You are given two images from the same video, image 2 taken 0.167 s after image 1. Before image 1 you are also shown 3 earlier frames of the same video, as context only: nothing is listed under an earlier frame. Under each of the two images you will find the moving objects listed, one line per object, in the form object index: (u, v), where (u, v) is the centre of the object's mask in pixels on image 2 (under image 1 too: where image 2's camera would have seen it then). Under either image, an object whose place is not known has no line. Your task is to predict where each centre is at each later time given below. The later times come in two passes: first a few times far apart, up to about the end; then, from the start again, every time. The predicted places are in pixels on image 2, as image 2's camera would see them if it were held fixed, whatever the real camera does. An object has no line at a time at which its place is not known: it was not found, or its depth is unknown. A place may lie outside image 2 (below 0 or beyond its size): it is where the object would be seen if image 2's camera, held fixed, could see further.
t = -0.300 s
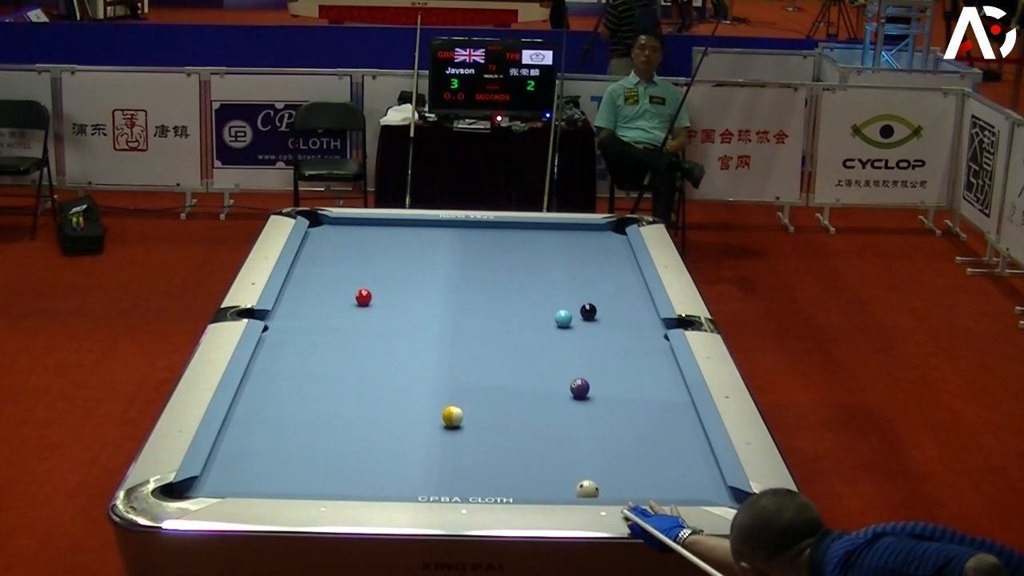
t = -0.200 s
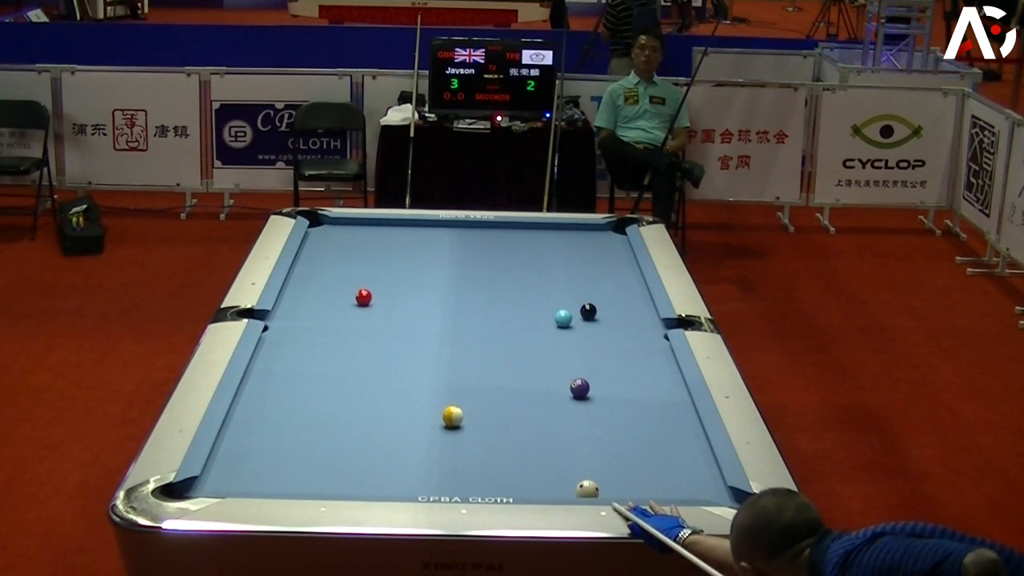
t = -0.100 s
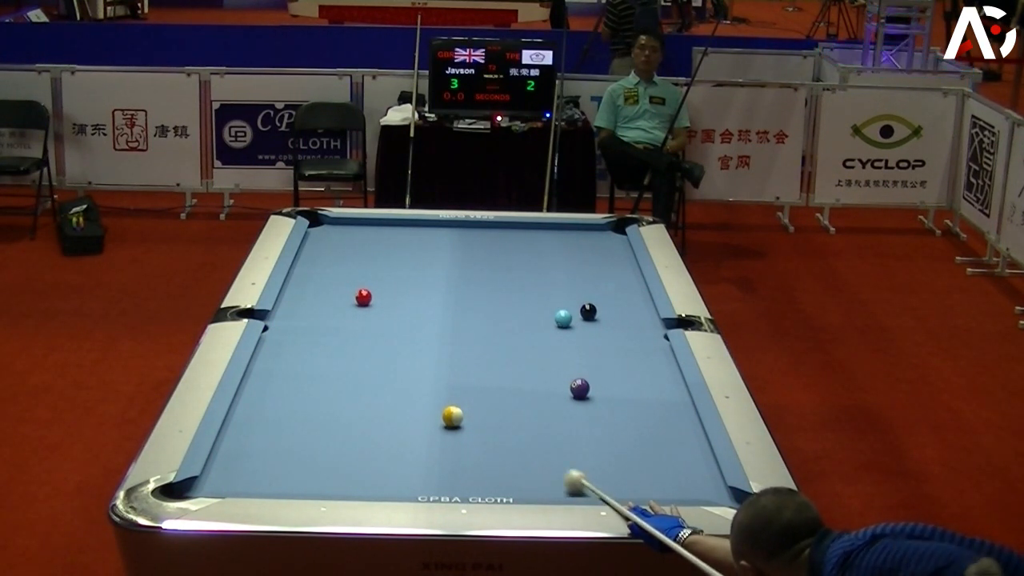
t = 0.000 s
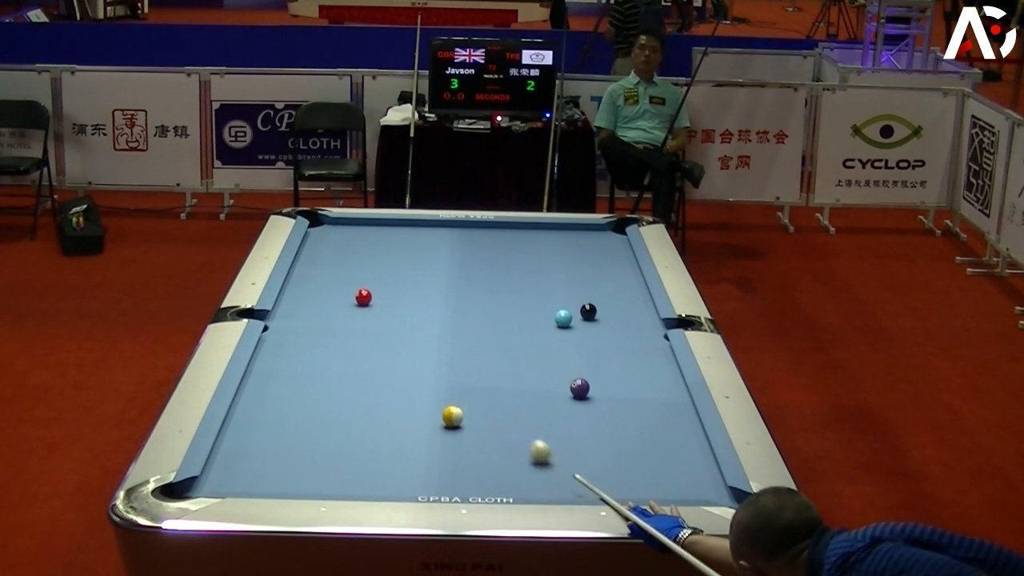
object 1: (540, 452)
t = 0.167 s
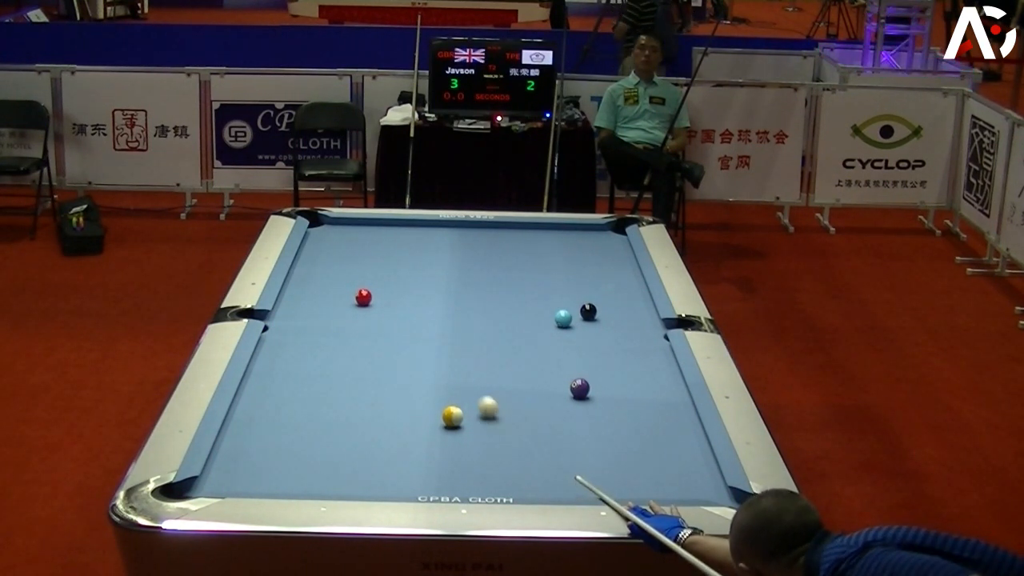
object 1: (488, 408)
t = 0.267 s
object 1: (460, 384)
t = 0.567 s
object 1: (391, 324)
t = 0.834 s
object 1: (353, 301)
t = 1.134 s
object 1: (322, 290)
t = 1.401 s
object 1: (297, 281)
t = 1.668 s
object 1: (304, 276)
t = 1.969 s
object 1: (320, 271)
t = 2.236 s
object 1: (332, 267)
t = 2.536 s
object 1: (344, 264)
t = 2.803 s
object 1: (353, 261)
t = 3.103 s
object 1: (362, 258)
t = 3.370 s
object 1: (369, 256)
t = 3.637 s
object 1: (375, 255)
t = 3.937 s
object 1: (380, 253)
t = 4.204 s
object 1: (383, 252)
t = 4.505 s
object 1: (386, 252)
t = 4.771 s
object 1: (386, 252)
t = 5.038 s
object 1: (386, 252)
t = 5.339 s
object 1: (386, 252)
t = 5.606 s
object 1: (386, 252)
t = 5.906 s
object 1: (386, 252)
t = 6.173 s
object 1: (386, 252)
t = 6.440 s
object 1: (386, 252)
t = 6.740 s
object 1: (386, 252)
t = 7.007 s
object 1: (386, 252)
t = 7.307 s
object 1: (386, 252)
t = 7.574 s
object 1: (386, 252)
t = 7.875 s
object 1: (386, 252)
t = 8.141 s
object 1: (386, 252)
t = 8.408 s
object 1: (386, 252)
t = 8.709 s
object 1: (386, 252)
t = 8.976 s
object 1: (386, 252)
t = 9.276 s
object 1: (386, 252)
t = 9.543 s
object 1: (386, 252)
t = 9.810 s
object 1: (386, 252)
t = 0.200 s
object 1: (478, 400)
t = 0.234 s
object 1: (470, 392)
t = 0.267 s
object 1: (460, 384)
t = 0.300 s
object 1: (452, 377)
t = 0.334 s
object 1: (443, 369)
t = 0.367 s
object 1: (435, 362)
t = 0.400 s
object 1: (427, 355)
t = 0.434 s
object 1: (420, 349)
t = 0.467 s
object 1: (412, 342)
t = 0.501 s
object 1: (405, 337)
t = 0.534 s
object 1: (398, 330)
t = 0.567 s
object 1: (391, 324)
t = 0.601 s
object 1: (384, 318)
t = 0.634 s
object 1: (378, 313)
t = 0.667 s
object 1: (371, 307)
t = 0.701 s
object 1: (366, 303)
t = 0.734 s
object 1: (362, 303)
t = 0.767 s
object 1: (359, 302)
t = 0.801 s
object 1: (356, 302)
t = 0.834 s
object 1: (353, 301)
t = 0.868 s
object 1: (349, 300)
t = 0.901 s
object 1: (346, 299)
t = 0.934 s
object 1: (342, 298)
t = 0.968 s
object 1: (339, 297)
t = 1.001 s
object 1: (336, 295)
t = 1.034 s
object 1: (332, 294)
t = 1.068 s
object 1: (329, 293)
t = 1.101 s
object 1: (326, 292)
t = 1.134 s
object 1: (322, 290)
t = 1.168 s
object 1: (319, 289)
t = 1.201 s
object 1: (316, 288)
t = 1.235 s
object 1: (312, 287)
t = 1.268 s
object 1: (309, 286)
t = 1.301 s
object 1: (306, 285)
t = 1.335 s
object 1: (303, 284)
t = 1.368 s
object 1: (300, 282)
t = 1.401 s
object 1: (297, 281)
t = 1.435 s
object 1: (293, 280)
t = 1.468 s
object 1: (293, 280)
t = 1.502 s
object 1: (295, 279)
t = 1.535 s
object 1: (297, 278)
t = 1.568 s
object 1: (299, 278)
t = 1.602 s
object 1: (301, 277)
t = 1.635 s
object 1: (302, 276)
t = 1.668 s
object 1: (304, 276)
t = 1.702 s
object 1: (307, 275)
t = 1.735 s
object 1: (308, 275)
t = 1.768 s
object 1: (310, 274)
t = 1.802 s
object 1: (312, 273)
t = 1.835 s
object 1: (314, 273)
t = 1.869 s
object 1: (315, 273)
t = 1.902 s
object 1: (317, 272)
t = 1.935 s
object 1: (318, 271)
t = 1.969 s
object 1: (320, 271)
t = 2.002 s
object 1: (322, 271)
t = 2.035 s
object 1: (323, 270)
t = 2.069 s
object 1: (325, 269)
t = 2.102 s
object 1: (326, 269)
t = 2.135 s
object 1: (328, 269)
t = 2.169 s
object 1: (329, 268)
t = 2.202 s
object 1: (331, 268)
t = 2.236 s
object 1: (332, 267)
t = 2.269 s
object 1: (334, 267)
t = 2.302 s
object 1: (335, 266)
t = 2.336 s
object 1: (336, 266)
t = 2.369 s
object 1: (338, 265)
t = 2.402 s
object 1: (339, 265)
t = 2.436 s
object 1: (340, 265)
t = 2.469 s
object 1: (341, 265)
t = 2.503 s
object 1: (342, 264)
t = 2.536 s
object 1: (344, 264)
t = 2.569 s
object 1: (345, 263)
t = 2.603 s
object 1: (346, 263)
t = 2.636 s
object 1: (348, 263)
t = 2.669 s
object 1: (349, 262)
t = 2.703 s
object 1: (350, 262)
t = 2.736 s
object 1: (351, 262)
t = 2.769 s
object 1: (352, 261)
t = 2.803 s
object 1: (353, 261)
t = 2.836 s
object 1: (354, 261)
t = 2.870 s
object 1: (355, 261)
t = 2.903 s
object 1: (356, 260)
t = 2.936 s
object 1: (358, 260)
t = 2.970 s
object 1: (358, 259)
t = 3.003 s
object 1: (359, 259)
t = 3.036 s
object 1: (360, 259)
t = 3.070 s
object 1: (361, 259)
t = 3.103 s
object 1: (362, 258)
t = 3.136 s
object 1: (363, 258)
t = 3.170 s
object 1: (364, 258)
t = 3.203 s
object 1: (365, 258)
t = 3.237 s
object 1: (366, 257)
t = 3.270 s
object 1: (367, 257)
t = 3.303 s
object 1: (367, 257)
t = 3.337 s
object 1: (368, 257)
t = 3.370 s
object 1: (369, 256)
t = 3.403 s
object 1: (370, 256)
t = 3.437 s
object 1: (371, 256)
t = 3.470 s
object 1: (372, 256)
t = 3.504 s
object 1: (372, 255)
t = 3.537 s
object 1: (373, 255)
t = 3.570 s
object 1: (374, 255)
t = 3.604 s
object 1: (374, 255)
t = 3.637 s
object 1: (375, 255)
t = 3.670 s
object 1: (376, 254)
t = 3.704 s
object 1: (376, 254)
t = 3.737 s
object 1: (377, 254)
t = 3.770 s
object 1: (377, 254)
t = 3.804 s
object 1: (378, 254)
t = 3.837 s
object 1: (378, 254)
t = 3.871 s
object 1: (379, 253)
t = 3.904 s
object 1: (380, 253)
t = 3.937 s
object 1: (380, 253)
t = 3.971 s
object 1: (380, 253)
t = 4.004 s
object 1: (381, 253)
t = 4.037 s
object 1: (381, 253)
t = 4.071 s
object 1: (382, 253)
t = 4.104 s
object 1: (382, 253)
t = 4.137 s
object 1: (382, 253)
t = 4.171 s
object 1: (383, 252)
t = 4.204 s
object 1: (383, 252)
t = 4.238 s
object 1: (383, 252)
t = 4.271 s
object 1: (384, 252)
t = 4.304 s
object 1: (384, 252)
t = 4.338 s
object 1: (384, 252)
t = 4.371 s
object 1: (385, 252)
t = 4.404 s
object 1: (385, 252)
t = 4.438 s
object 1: (385, 252)
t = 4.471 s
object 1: (385, 252)
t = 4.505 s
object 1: (386, 252)
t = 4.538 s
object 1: (386, 252)
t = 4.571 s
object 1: (386, 252)
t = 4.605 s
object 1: (386, 252)
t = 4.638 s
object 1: (386, 252)
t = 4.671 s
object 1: (386, 252)
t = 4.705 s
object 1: (386, 252)
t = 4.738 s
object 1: (386, 252)
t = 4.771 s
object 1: (386, 252)
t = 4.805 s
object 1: (386, 252)
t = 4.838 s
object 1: (386, 252)
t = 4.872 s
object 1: (386, 252)
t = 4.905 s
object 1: (386, 252)
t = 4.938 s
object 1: (386, 252)
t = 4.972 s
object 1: (386, 252)
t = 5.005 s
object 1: (386, 252)
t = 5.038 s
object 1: (386, 252)
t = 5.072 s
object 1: (386, 252)
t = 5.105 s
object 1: (386, 252)
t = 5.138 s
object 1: (386, 252)
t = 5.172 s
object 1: (386, 252)
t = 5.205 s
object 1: (386, 252)
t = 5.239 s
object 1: (386, 252)
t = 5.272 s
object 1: (386, 252)
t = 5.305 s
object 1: (386, 252)
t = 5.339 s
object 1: (386, 252)
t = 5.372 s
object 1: (386, 252)
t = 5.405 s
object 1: (386, 252)
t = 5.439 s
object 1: (386, 252)
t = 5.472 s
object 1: (386, 252)
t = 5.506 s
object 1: (386, 252)
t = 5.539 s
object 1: (386, 252)
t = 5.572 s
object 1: (386, 252)
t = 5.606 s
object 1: (386, 252)
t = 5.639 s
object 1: (386, 252)
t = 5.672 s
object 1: (386, 252)
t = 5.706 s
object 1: (386, 252)
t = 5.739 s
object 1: (386, 252)
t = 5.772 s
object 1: (386, 252)
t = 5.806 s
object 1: (386, 252)
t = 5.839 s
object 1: (386, 252)
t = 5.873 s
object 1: (386, 252)
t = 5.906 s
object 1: (386, 252)
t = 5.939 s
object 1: (386, 252)
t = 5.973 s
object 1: (386, 252)
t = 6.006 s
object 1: (386, 252)
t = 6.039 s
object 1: (386, 252)
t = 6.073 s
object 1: (386, 252)
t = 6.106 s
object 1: (386, 252)
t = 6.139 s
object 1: (386, 252)
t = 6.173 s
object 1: (386, 252)
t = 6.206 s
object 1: (386, 252)
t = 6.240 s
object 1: (386, 252)
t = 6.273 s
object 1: (386, 252)
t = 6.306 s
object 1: (386, 252)
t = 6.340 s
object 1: (386, 252)
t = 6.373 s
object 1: (386, 252)
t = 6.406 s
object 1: (386, 252)
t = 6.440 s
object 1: (386, 252)
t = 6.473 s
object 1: (386, 252)
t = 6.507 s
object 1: (386, 252)
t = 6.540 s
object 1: (386, 252)
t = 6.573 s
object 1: (386, 252)
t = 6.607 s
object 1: (386, 252)
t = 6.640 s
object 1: (386, 252)
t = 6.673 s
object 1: (386, 252)
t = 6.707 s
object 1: (386, 252)
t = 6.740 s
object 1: (386, 252)
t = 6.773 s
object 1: (386, 252)
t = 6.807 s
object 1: (386, 252)
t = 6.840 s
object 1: (386, 252)
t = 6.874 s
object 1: (386, 252)
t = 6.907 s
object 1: (386, 252)
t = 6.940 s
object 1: (386, 252)
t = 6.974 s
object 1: (386, 252)
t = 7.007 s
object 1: (386, 252)
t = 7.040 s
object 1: (386, 252)
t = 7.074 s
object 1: (386, 252)
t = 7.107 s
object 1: (386, 252)
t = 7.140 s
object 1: (386, 252)
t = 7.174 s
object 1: (386, 252)
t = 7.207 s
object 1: (386, 252)
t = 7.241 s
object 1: (386, 252)
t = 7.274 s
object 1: (386, 252)
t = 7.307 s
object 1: (386, 252)
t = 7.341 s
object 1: (386, 252)
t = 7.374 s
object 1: (386, 252)
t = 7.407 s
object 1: (386, 252)
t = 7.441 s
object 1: (386, 252)
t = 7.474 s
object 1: (386, 252)
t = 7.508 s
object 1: (386, 252)
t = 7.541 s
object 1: (386, 252)
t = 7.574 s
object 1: (386, 252)
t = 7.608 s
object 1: (386, 252)
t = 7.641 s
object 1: (386, 252)
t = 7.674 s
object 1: (386, 252)
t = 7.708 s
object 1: (386, 252)
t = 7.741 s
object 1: (386, 252)
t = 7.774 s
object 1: (386, 252)
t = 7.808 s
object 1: (386, 252)
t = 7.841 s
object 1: (386, 252)
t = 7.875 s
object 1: (386, 252)
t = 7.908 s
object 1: (386, 252)
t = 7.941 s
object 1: (386, 252)
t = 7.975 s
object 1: (386, 252)
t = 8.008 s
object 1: (386, 252)
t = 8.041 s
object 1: (386, 252)
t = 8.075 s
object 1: (386, 252)
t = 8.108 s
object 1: (386, 252)
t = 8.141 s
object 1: (386, 252)
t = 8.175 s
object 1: (386, 252)
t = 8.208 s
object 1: (386, 252)
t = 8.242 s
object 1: (386, 252)
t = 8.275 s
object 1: (386, 252)
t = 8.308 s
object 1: (386, 252)
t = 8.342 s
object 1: (386, 252)
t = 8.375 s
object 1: (386, 252)
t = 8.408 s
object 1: (386, 252)
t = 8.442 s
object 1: (386, 252)
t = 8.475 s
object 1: (386, 252)
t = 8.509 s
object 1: (386, 252)
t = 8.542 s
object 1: (386, 252)
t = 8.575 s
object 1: (386, 252)
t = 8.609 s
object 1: (386, 252)
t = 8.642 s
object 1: (386, 252)
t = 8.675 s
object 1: (386, 252)
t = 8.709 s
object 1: (386, 252)
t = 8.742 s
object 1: (386, 252)
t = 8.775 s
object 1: (386, 252)
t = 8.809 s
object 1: (386, 252)
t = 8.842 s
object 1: (386, 252)
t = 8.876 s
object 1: (386, 252)
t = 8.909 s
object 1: (386, 252)
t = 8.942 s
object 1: (386, 252)
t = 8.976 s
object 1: (386, 252)
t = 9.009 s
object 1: (386, 252)
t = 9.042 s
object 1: (386, 252)
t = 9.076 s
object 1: (386, 252)
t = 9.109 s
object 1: (386, 252)
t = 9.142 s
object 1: (386, 252)
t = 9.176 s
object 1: (386, 252)
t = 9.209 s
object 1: (386, 252)
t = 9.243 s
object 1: (386, 252)
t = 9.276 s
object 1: (386, 252)
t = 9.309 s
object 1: (386, 252)
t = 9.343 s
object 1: (386, 252)
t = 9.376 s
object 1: (386, 252)
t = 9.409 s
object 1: (386, 252)
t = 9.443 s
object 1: (386, 252)
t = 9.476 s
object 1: (386, 252)
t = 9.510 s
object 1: (386, 252)
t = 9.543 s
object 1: (386, 252)
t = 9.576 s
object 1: (386, 252)
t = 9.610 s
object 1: (386, 252)
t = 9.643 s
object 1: (386, 252)
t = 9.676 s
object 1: (386, 252)
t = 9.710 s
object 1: (386, 252)
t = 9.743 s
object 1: (386, 252)
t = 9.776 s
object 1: (386, 252)
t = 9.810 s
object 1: (386, 252)
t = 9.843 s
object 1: (386, 252)
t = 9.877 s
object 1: (386, 252)
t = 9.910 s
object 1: (386, 252)
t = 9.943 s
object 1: (386, 252)
